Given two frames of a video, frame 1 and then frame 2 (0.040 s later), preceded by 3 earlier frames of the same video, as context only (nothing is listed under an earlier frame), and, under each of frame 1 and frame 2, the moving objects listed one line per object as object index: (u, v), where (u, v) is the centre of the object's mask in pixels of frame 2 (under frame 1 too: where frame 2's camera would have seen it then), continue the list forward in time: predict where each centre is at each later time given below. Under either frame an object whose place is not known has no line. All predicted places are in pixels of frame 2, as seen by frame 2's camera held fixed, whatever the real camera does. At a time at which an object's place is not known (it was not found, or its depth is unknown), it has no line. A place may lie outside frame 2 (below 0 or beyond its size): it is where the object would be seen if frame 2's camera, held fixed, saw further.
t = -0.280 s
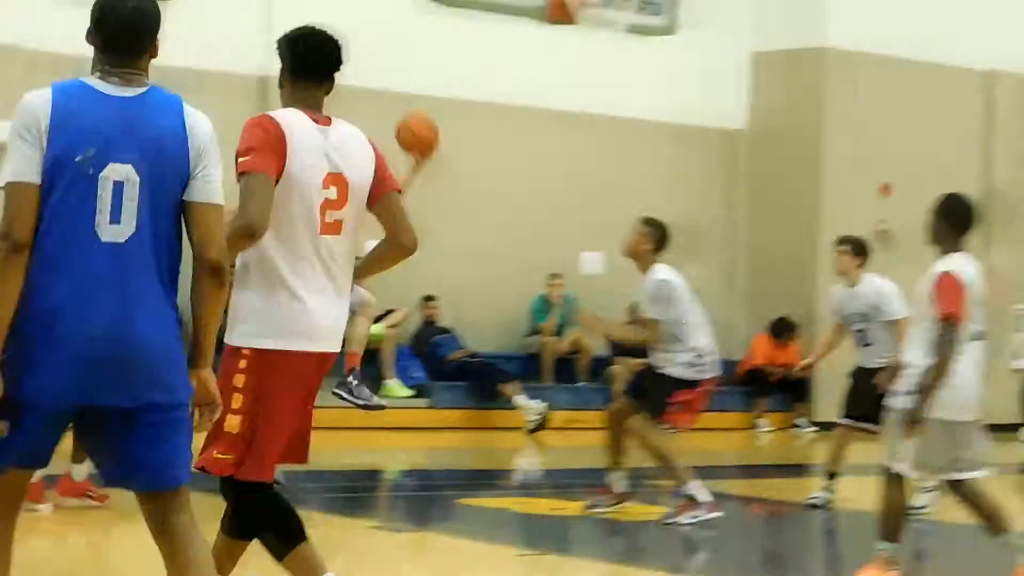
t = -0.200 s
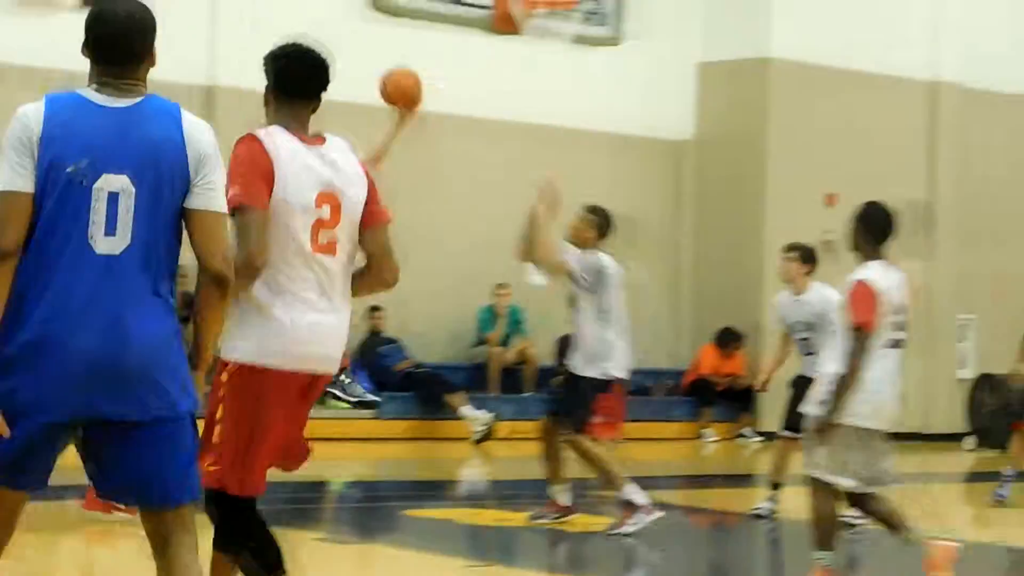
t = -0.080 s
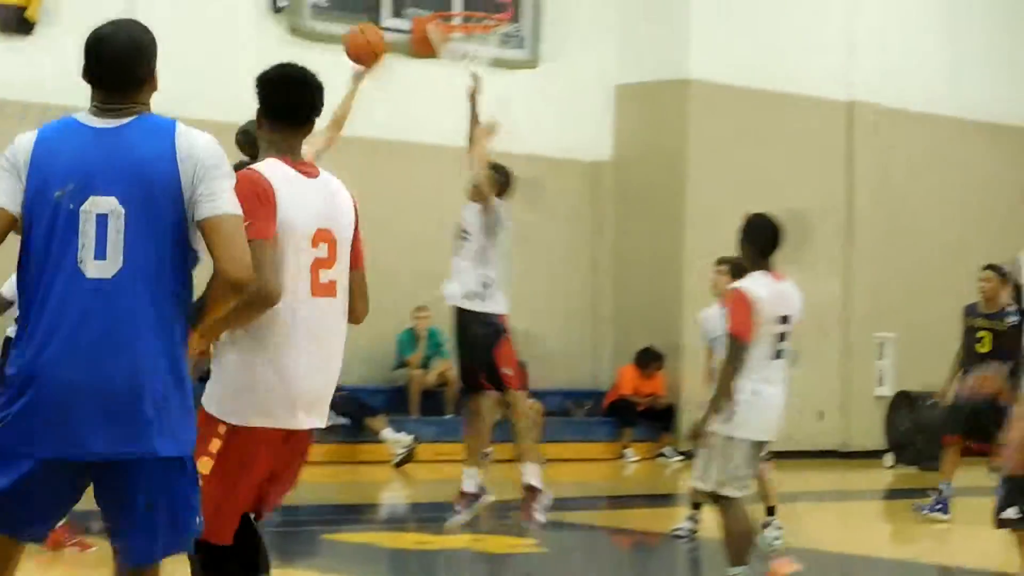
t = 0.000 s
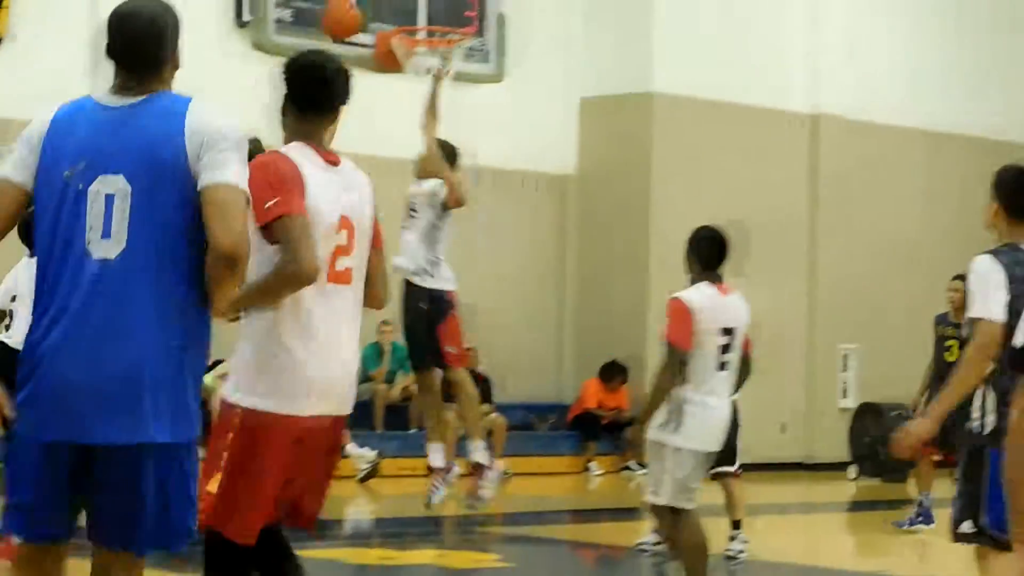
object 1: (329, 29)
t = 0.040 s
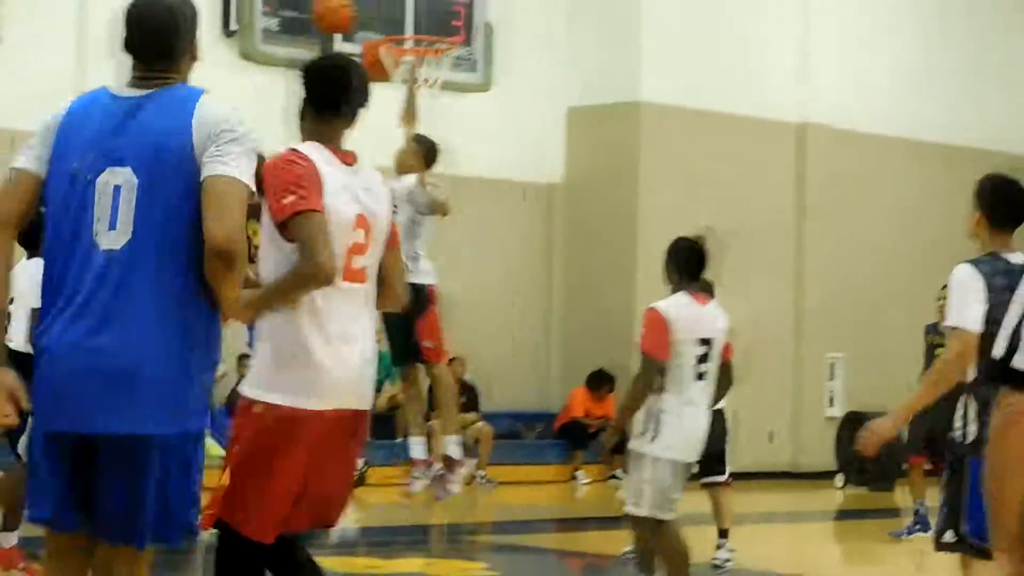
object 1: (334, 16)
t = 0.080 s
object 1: (338, 4)
